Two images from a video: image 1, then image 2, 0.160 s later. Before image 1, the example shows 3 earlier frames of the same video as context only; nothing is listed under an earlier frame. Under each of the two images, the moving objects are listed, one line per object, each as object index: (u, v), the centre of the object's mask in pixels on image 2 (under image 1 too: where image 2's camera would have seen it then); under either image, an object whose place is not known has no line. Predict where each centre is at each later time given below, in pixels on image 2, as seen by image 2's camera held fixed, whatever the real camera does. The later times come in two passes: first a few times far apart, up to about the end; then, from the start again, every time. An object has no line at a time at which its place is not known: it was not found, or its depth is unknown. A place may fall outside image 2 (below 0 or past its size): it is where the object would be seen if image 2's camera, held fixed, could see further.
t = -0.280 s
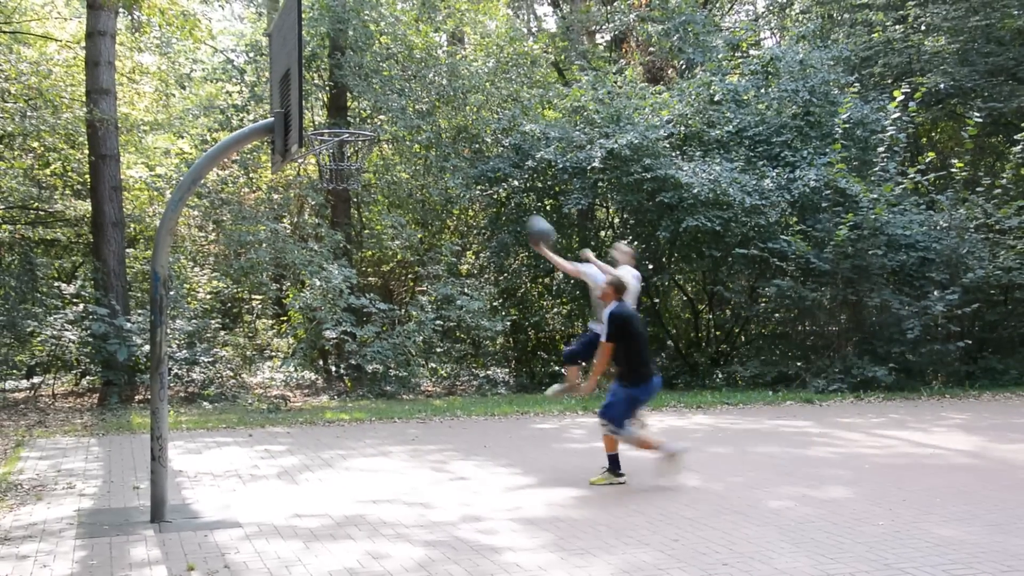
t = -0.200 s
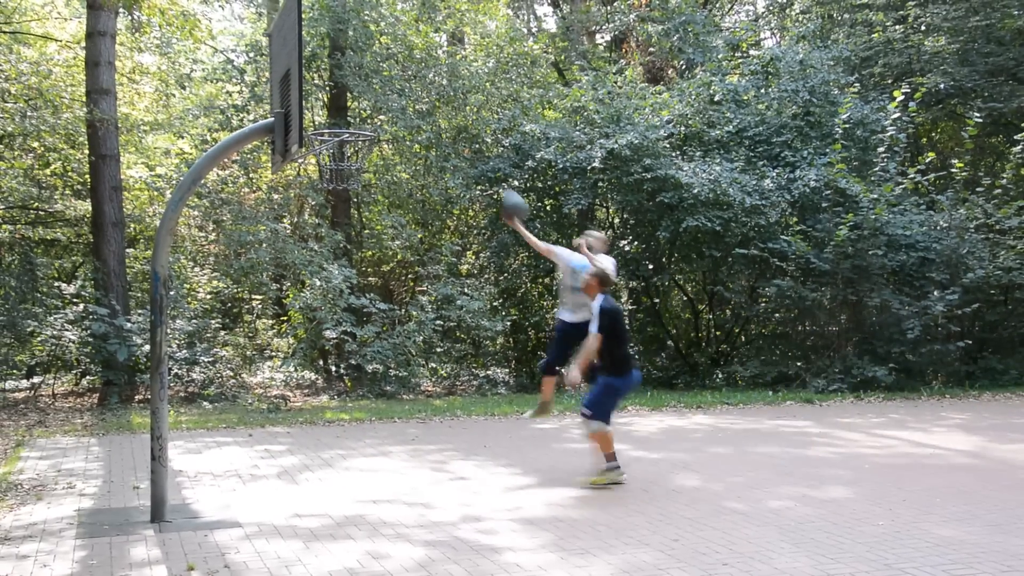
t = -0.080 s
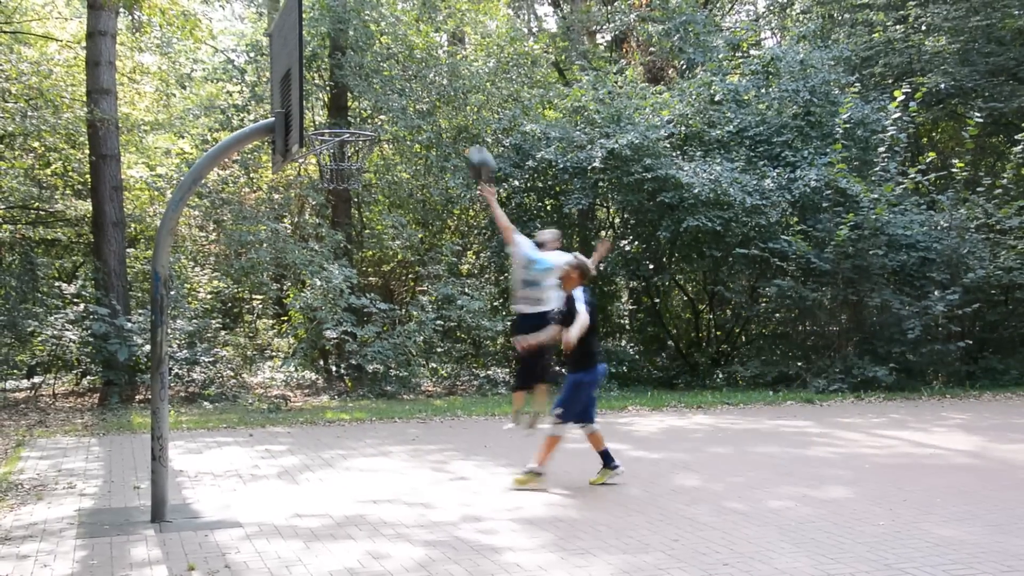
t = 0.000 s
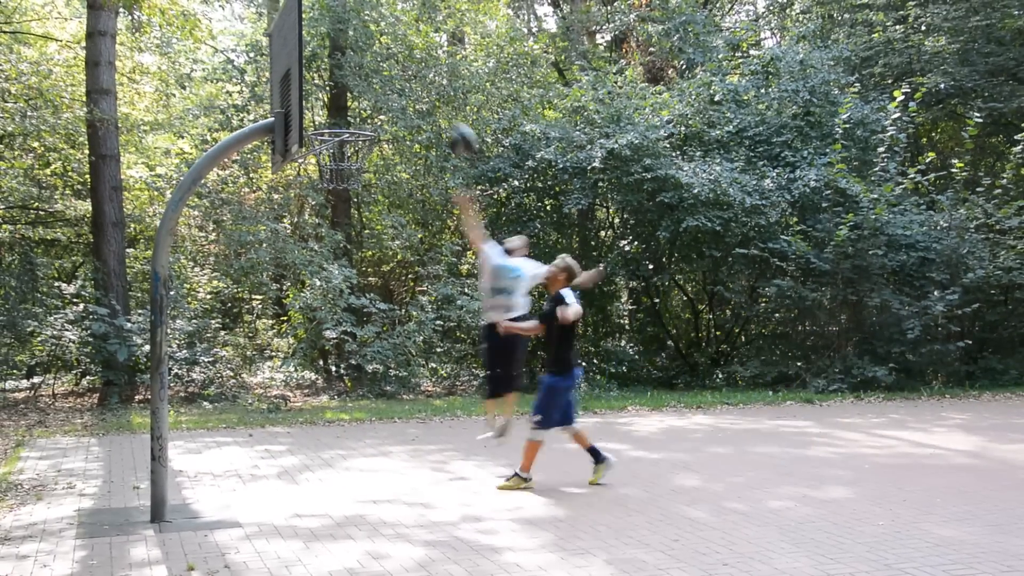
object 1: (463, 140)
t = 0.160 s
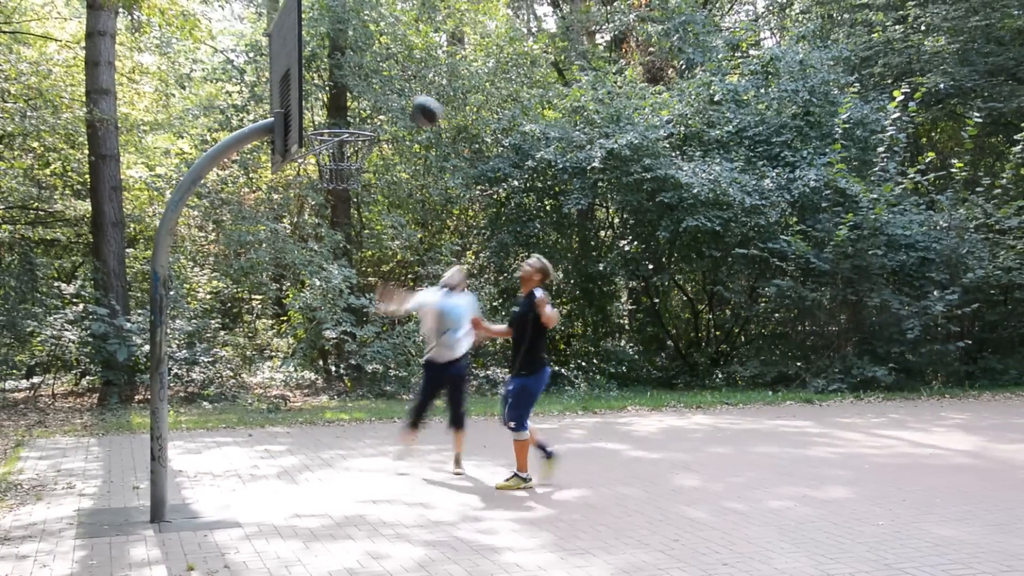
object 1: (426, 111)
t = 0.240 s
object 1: (405, 108)
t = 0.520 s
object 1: (349, 89)
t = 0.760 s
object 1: (317, 95)
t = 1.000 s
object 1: (315, 110)
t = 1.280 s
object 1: (347, 137)
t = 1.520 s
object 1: (356, 158)
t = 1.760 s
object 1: (338, 182)
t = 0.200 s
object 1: (416, 109)
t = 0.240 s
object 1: (405, 108)
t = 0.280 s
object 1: (395, 109)
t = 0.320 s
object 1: (386, 113)
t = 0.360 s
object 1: (376, 119)
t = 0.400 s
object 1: (365, 115)
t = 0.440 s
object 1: (360, 104)
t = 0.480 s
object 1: (355, 95)
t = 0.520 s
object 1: (349, 89)
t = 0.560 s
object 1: (343, 85)
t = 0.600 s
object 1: (338, 83)
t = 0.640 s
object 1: (332, 83)
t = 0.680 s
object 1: (327, 85)
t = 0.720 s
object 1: (322, 89)
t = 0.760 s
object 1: (317, 95)
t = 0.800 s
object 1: (314, 102)
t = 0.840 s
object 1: (310, 115)
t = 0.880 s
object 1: (311, 116)
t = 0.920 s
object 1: (313, 111)
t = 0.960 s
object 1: (314, 110)
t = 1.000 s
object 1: (315, 110)
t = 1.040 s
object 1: (316, 112)
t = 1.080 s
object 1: (318, 115)
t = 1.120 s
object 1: (321, 119)
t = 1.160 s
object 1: (327, 118)
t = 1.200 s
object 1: (334, 120)
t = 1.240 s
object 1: (340, 129)
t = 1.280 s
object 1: (347, 137)
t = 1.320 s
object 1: (353, 146)
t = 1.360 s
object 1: (356, 151)
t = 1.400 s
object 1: (358, 152)
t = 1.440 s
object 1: (358, 154)
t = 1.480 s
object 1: (357, 156)
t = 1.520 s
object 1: (356, 158)
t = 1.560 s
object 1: (353, 160)
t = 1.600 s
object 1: (347, 165)
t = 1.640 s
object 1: (346, 169)
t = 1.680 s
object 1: (345, 173)
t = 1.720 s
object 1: (340, 177)
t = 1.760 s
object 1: (338, 182)
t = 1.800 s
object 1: (337, 191)
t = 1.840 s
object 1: (335, 200)
